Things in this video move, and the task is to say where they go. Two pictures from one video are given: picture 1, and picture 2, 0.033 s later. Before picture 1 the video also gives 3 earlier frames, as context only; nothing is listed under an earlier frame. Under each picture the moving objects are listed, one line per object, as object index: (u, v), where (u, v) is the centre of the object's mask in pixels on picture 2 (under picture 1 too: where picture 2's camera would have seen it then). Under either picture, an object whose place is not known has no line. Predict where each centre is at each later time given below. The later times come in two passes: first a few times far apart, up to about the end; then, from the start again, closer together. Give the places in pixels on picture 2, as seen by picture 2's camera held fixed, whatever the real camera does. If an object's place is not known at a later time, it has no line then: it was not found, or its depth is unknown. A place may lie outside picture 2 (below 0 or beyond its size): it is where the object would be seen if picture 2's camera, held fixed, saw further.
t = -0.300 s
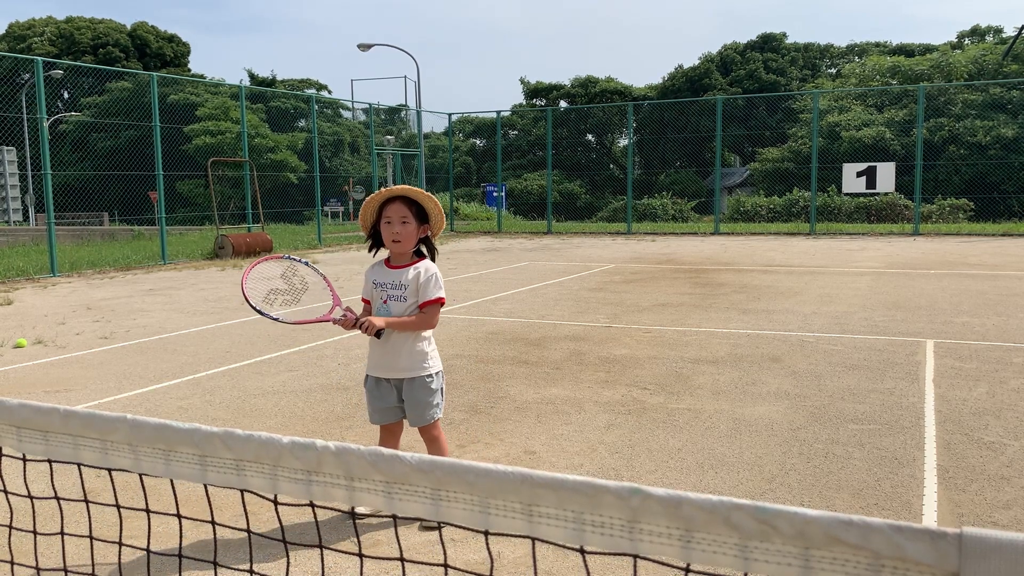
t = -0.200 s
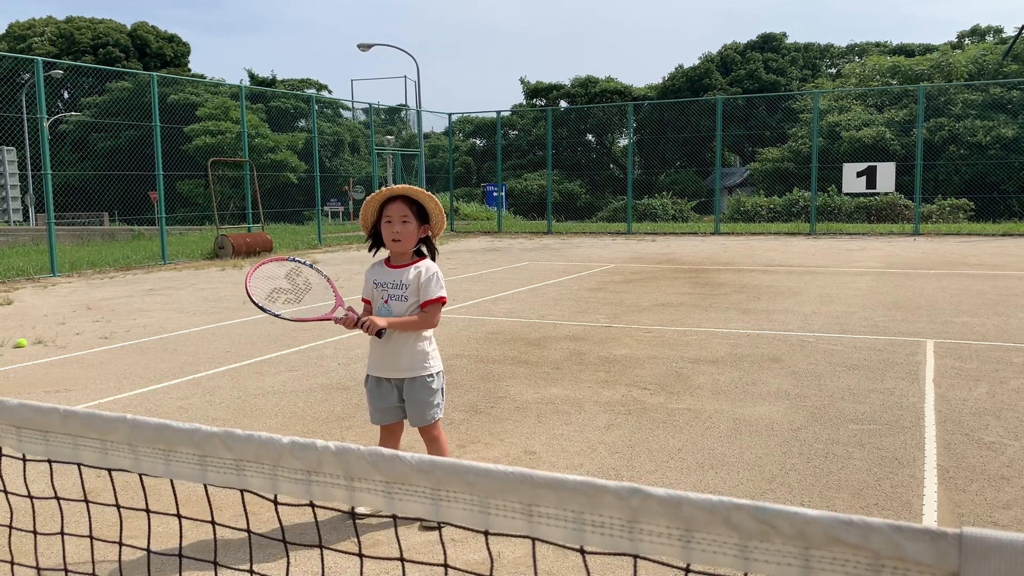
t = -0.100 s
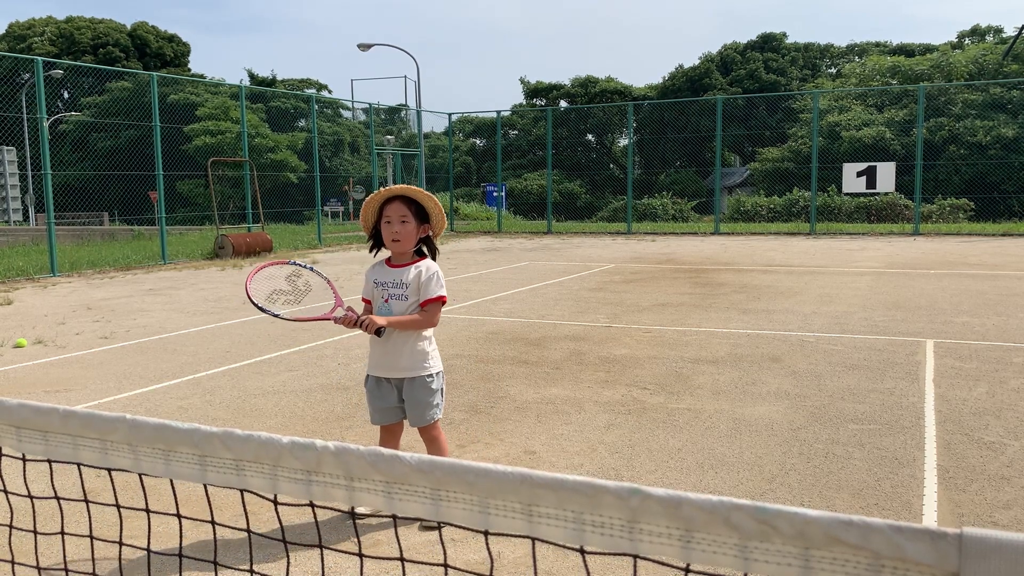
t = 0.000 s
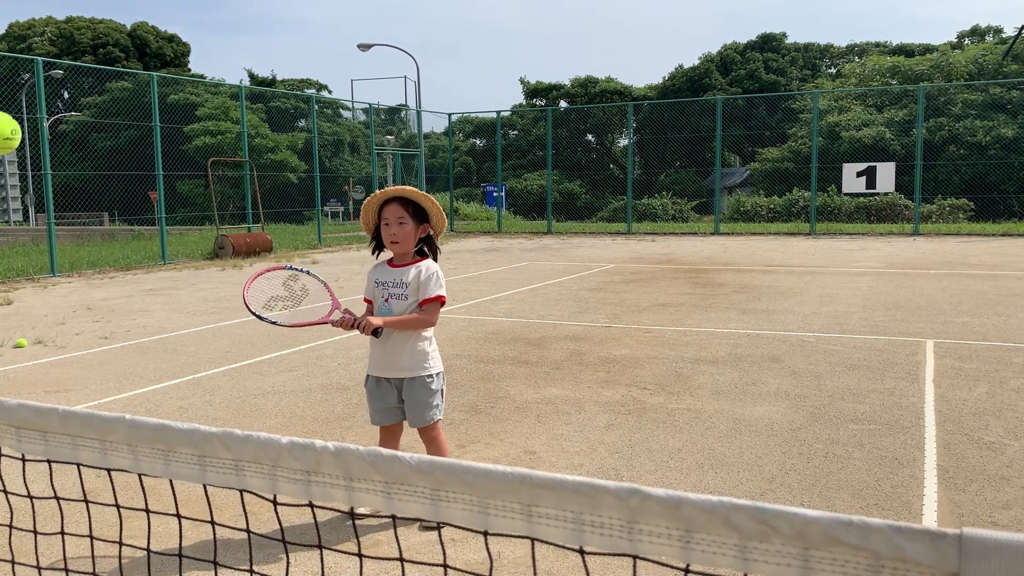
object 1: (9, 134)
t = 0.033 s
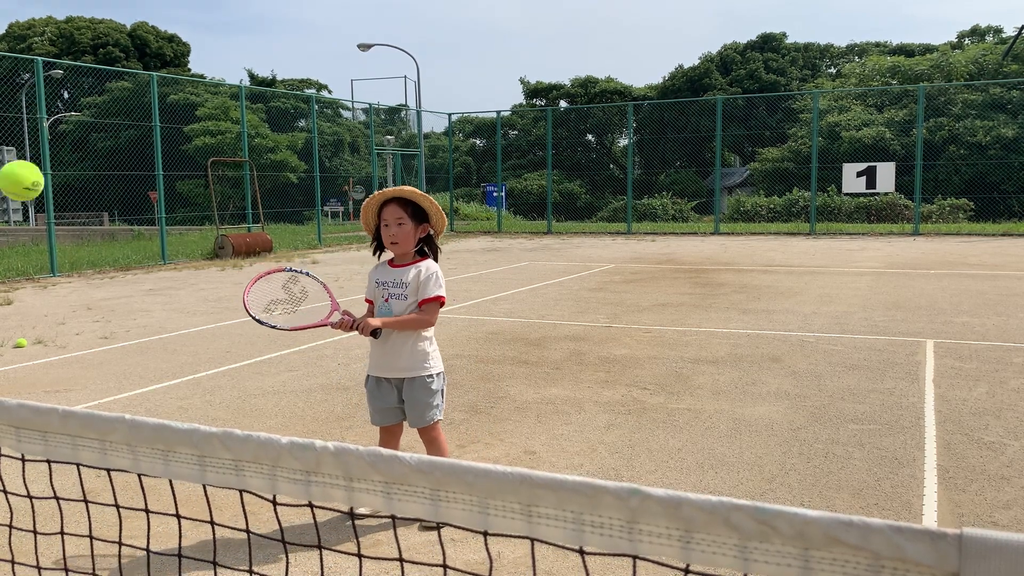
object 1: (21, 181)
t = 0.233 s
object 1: (124, 479)
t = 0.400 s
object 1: (159, 492)
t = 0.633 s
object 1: (165, 290)
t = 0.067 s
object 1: (43, 229)
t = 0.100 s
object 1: (63, 277)
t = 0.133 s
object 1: (81, 325)
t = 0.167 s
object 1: (98, 375)
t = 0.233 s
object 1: (124, 479)
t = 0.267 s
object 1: (139, 521)
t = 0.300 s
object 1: (151, 566)
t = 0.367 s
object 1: (160, 541)
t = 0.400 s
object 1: (159, 492)
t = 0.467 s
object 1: (160, 410)
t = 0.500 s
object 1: (161, 377)
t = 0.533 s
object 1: (161, 349)
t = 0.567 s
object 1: (163, 325)
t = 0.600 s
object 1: (164, 305)
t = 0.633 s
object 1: (165, 290)
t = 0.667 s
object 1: (166, 278)
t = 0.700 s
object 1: (168, 270)
